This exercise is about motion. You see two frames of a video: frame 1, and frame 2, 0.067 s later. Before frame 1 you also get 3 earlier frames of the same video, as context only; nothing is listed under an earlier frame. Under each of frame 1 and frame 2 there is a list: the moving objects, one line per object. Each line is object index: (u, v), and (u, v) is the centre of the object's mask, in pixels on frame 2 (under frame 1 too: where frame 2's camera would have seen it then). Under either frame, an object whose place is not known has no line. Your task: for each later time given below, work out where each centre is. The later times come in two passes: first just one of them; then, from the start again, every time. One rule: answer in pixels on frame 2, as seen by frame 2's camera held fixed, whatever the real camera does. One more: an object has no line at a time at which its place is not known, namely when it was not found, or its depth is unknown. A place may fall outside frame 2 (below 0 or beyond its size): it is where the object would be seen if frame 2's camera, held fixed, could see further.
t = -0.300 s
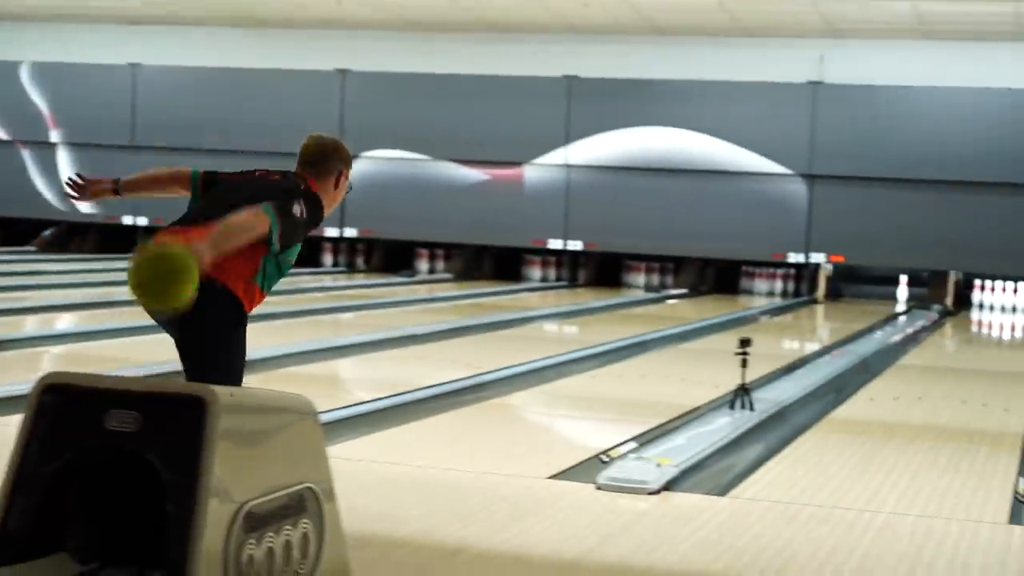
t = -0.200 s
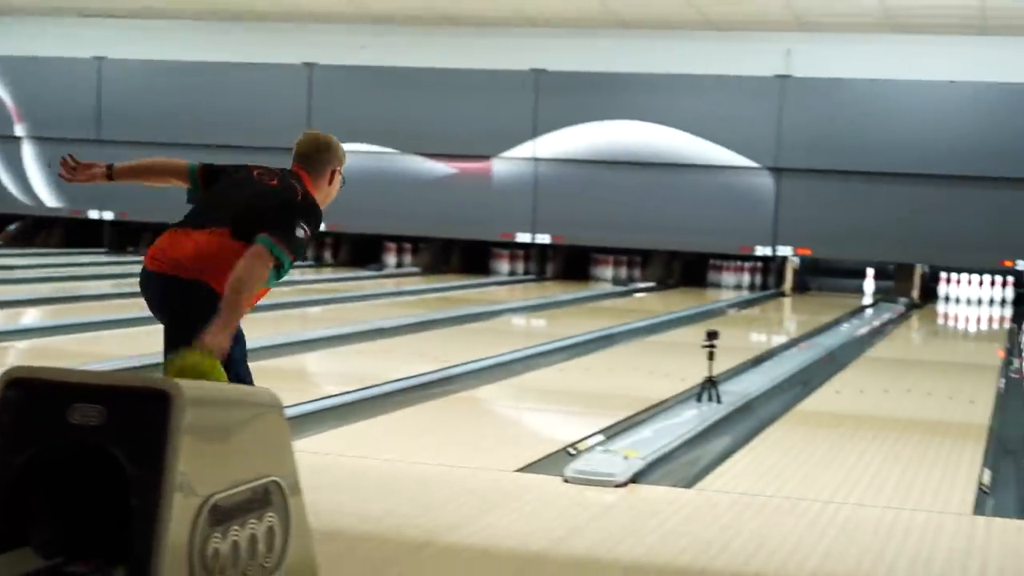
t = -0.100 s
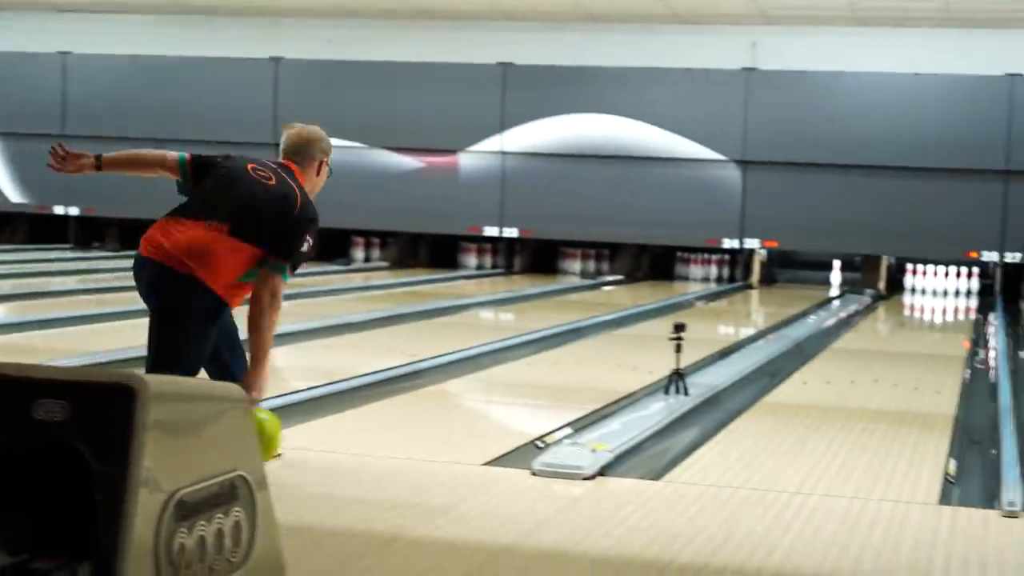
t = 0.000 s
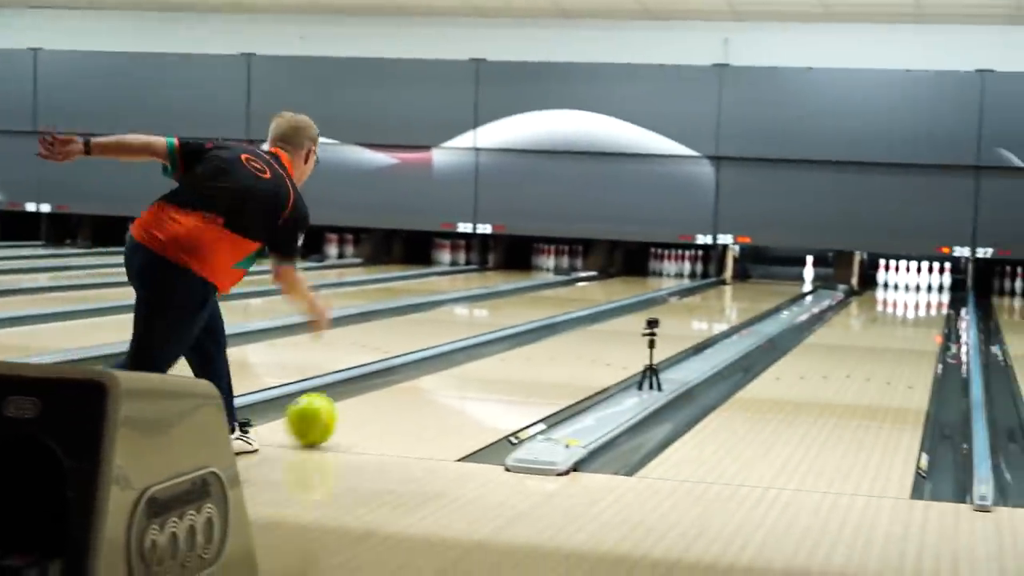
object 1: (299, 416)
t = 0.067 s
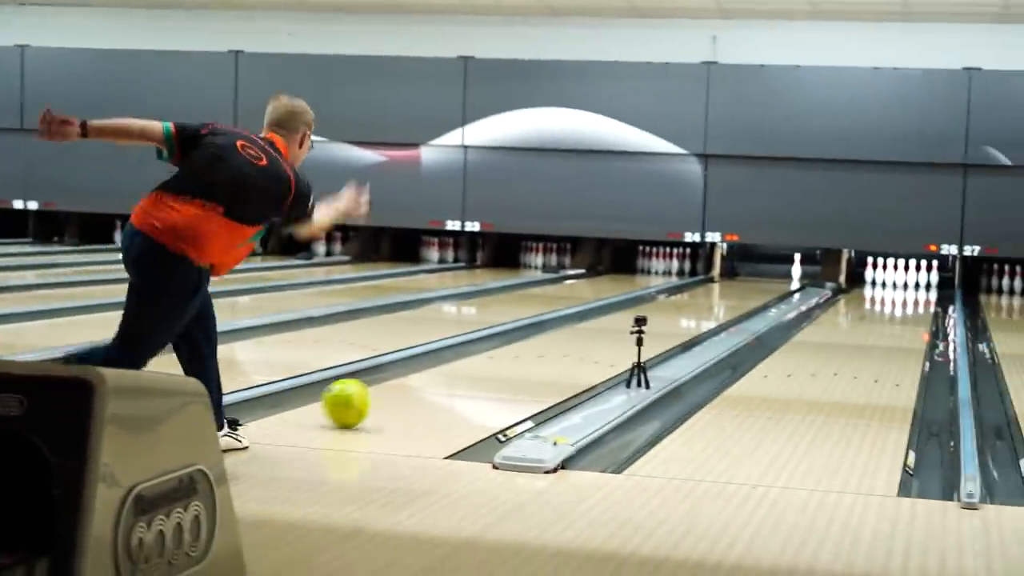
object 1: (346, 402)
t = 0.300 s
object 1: (469, 368)
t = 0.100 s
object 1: (368, 397)
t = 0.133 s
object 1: (387, 391)
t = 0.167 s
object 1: (406, 386)
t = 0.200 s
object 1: (423, 380)
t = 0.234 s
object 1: (439, 376)
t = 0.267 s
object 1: (454, 372)
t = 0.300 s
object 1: (469, 368)
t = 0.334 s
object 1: (482, 364)
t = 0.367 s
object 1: (495, 360)
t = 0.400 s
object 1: (507, 357)
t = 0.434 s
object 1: (518, 353)
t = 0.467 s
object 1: (529, 350)
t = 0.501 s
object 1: (539, 347)
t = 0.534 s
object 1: (549, 344)
